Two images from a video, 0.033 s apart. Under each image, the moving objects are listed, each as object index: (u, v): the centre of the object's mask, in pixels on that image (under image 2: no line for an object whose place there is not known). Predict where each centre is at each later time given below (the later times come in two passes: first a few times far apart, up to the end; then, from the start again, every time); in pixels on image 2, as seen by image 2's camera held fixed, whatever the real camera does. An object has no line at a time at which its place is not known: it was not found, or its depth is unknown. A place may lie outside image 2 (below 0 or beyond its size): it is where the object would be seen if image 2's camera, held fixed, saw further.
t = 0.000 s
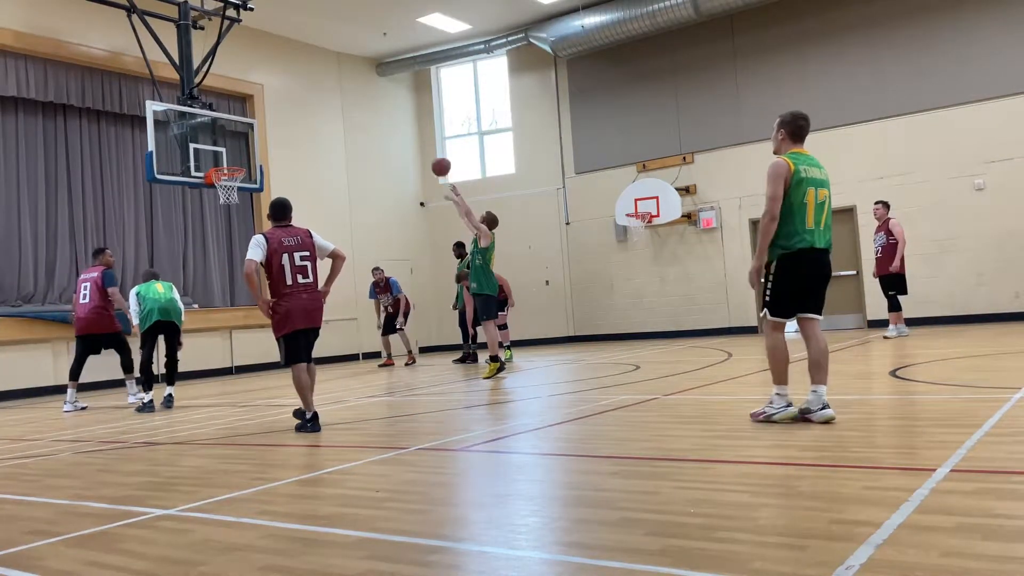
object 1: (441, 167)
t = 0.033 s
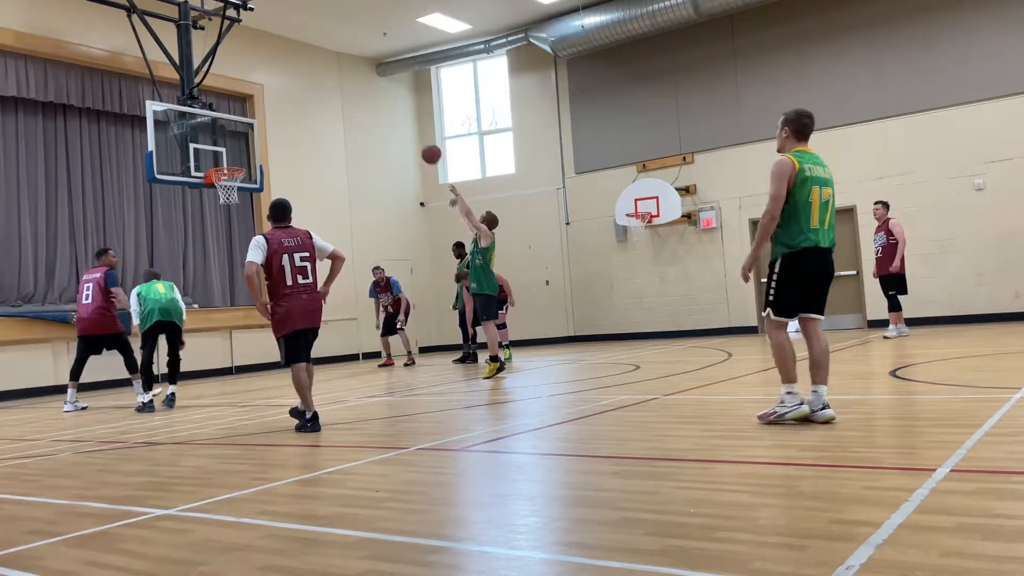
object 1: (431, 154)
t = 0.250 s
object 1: (371, 97)
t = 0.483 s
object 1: (317, 81)
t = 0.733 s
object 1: (267, 106)
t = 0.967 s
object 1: (229, 162)
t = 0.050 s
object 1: (426, 148)
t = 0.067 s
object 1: (421, 143)
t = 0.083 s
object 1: (417, 137)
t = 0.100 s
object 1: (412, 132)
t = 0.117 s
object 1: (407, 127)
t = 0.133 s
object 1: (402, 122)
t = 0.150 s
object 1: (398, 118)
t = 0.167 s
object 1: (393, 114)
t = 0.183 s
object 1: (389, 110)
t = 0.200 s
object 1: (384, 106)
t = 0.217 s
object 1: (380, 103)
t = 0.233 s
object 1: (376, 100)
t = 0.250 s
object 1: (371, 97)
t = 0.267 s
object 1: (367, 95)
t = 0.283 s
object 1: (363, 92)
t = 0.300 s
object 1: (359, 90)
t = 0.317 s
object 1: (355, 88)
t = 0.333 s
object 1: (351, 86)
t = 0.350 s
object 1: (347, 85)
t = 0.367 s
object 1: (343, 84)
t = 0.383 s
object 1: (339, 83)
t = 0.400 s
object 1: (335, 82)
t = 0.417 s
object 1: (331, 81)
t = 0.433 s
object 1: (327, 81)
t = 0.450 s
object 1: (324, 81)
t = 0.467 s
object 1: (320, 80)
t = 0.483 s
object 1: (317, 81)
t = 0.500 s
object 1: (313, 81)
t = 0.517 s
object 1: (309, 81)
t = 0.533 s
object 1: (306, 82)
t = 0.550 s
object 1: (303, 83)
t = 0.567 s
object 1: (299, 84)
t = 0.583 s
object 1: (296, 86)
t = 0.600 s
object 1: (292, 87)
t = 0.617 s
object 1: (289, 89)
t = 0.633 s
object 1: (286, 91)
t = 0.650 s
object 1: (283, 93)
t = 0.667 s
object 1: (280, 95)
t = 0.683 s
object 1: (276, 97)
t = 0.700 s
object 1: (274, 100)
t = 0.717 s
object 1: (270, 103)
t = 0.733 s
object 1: (267, 106)
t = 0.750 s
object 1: (264, 109)
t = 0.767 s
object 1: (262, 112)
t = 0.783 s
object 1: (259, 116)
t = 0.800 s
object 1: (256, 120)
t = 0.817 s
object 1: (253, 125)
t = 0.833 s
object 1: (250, 127)
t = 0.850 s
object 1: (248, 131)
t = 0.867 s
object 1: (246, 135)
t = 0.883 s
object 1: (243, 139)
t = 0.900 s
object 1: (239, 145)
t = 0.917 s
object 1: (237, 148)
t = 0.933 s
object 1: (233, 154)
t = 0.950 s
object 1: (231, 158)
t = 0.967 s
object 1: (229, 162)
